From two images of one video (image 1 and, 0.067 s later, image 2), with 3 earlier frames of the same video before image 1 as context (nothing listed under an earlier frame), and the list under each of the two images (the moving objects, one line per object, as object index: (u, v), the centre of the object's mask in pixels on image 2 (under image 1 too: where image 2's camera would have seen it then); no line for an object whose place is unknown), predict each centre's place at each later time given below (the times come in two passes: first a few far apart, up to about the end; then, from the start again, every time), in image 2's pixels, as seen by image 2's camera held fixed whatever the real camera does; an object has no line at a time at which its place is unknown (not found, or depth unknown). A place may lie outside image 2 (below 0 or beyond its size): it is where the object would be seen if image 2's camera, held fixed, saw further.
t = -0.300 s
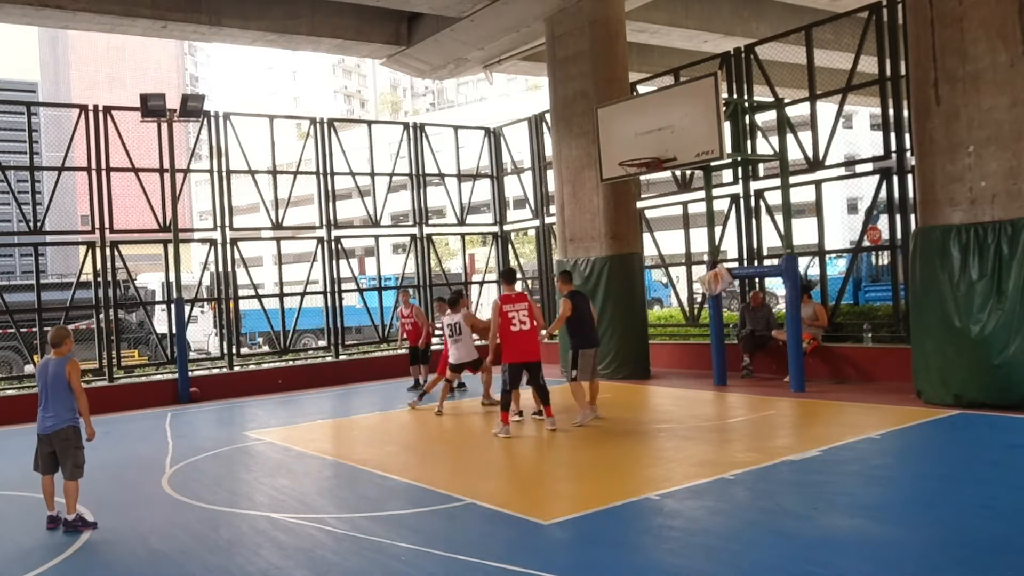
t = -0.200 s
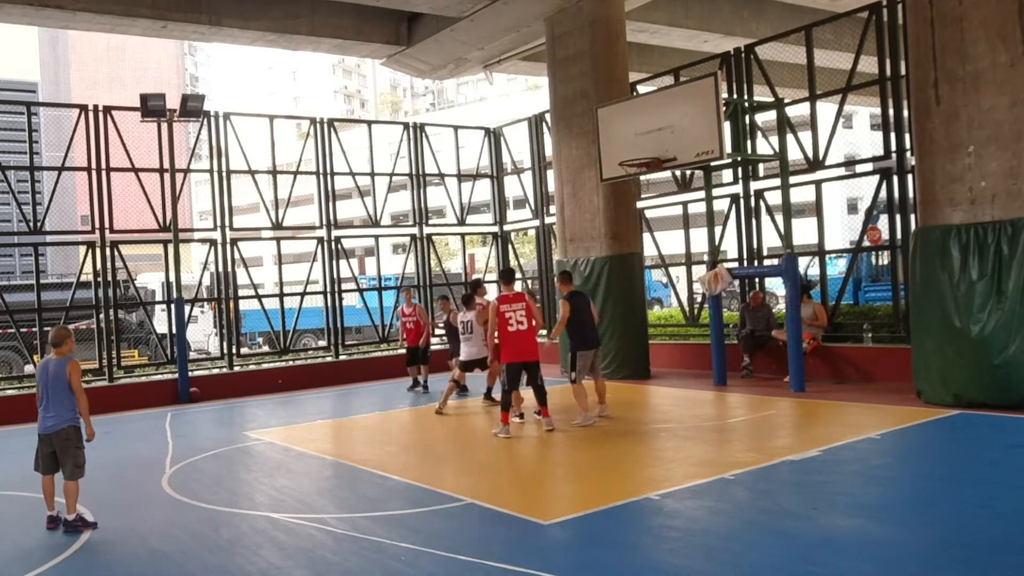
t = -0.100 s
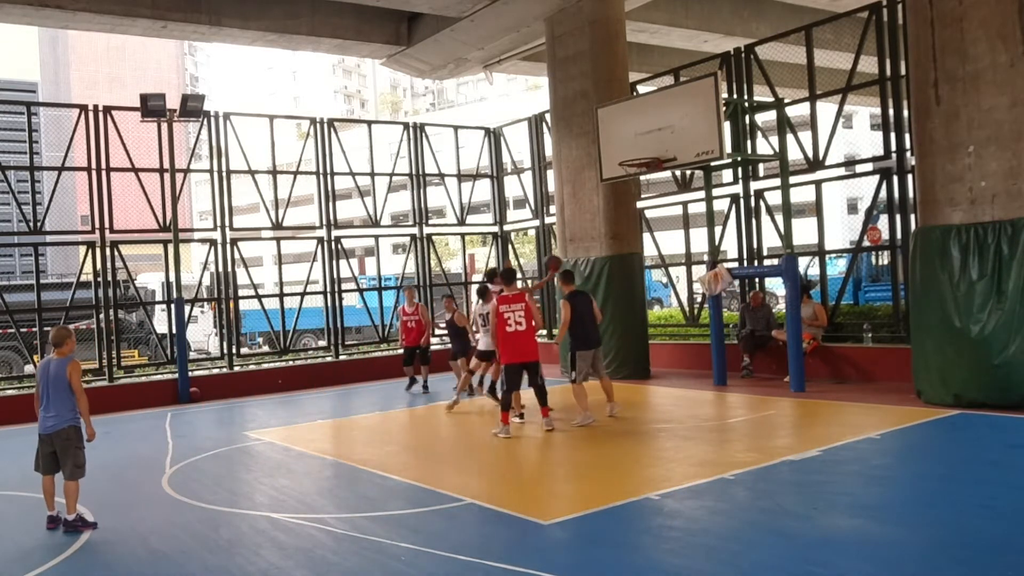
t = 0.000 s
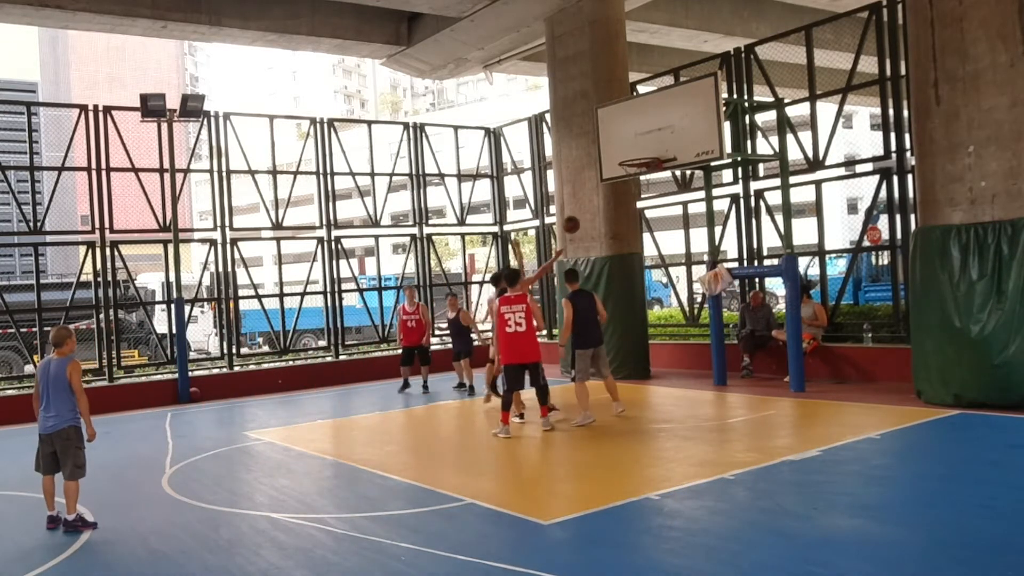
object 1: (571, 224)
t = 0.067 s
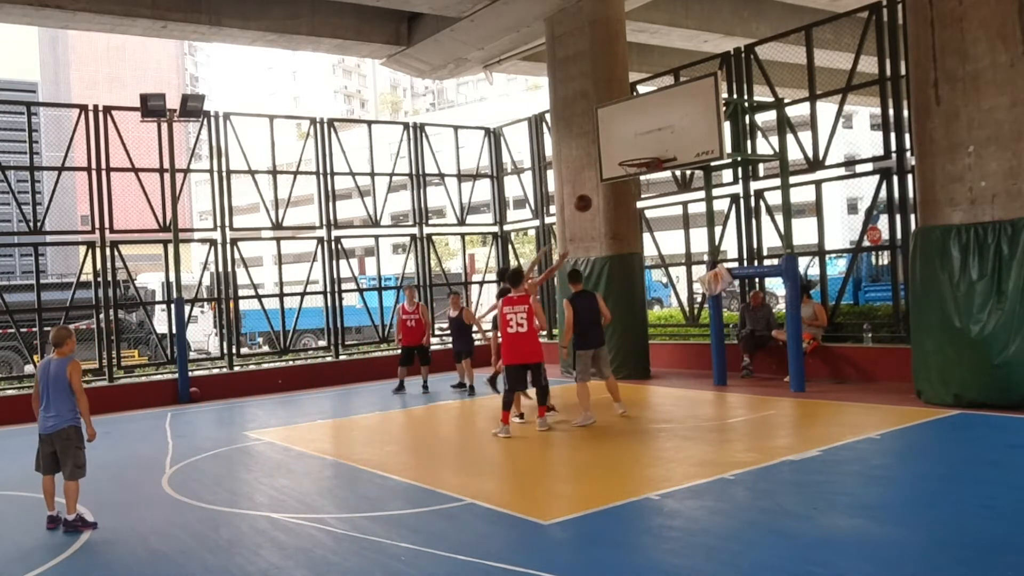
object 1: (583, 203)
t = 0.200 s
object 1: (609, 170)
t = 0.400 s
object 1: (625, 147)
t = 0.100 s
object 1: (589, 193)
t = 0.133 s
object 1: (595, 184)
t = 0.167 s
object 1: (602, 176)
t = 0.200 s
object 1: (609, 170)
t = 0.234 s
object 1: (615, 163)
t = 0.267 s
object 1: (623, 157)
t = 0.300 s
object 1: (626, 153)
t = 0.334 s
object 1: (626, 150)
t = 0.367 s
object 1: (626, 148)
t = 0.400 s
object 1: (625, 147)
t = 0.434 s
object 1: (625, 147)
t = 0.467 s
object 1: (625, 148)
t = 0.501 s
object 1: (624, 149)
